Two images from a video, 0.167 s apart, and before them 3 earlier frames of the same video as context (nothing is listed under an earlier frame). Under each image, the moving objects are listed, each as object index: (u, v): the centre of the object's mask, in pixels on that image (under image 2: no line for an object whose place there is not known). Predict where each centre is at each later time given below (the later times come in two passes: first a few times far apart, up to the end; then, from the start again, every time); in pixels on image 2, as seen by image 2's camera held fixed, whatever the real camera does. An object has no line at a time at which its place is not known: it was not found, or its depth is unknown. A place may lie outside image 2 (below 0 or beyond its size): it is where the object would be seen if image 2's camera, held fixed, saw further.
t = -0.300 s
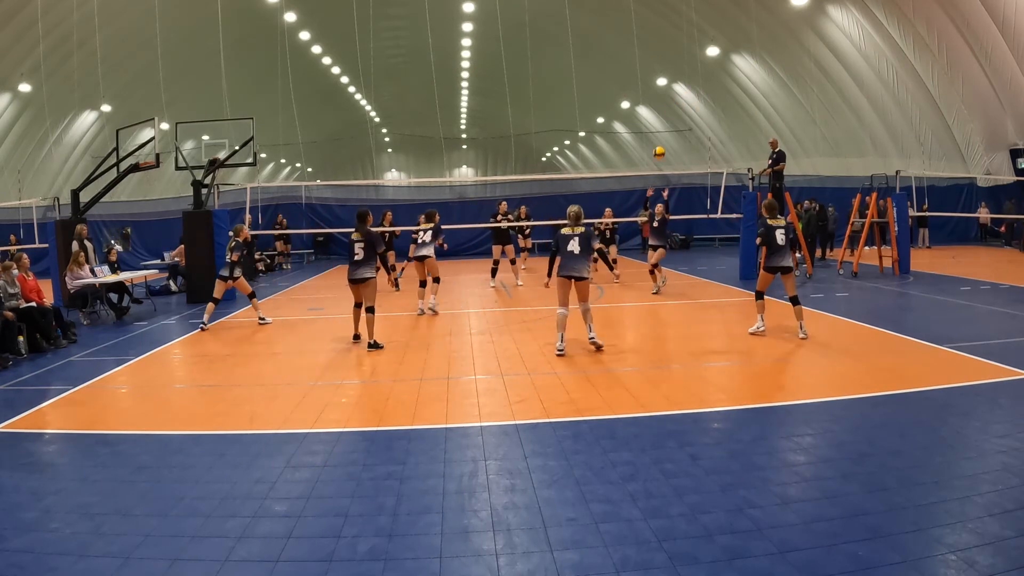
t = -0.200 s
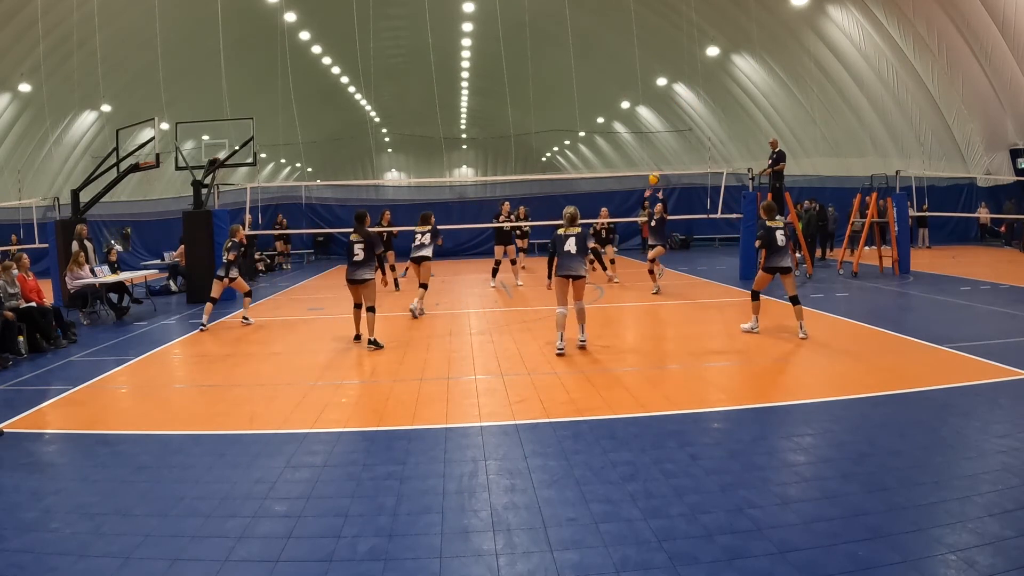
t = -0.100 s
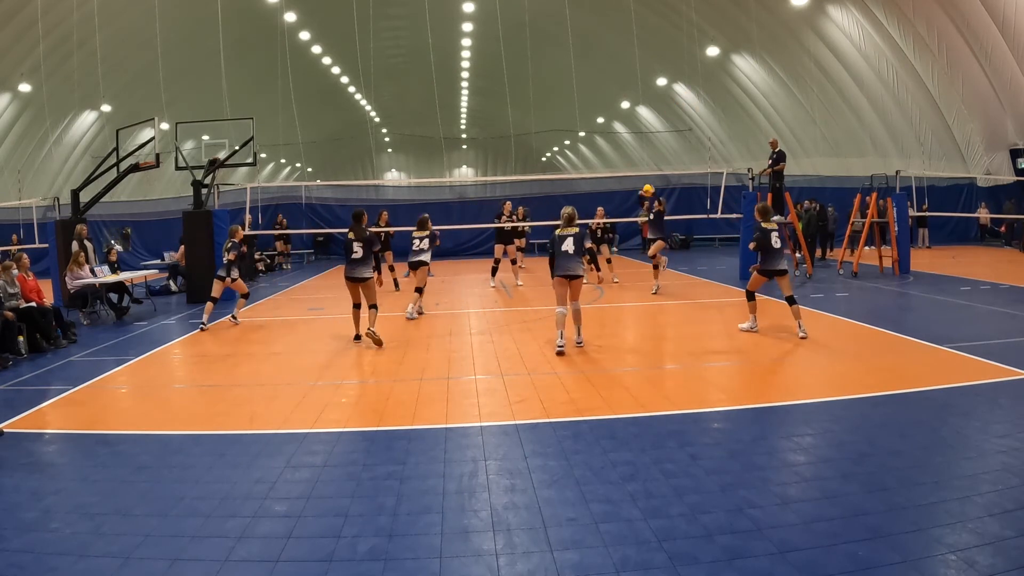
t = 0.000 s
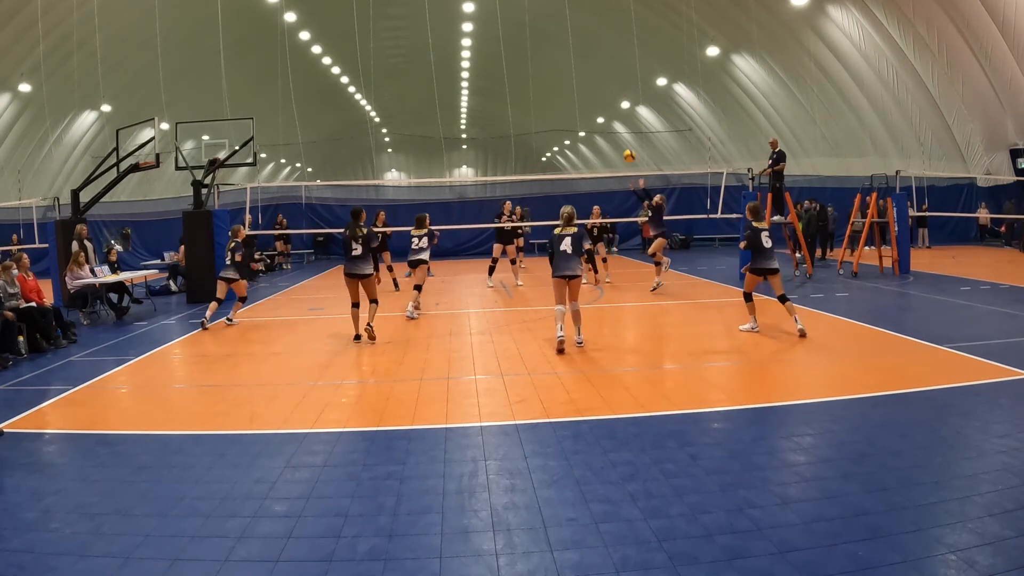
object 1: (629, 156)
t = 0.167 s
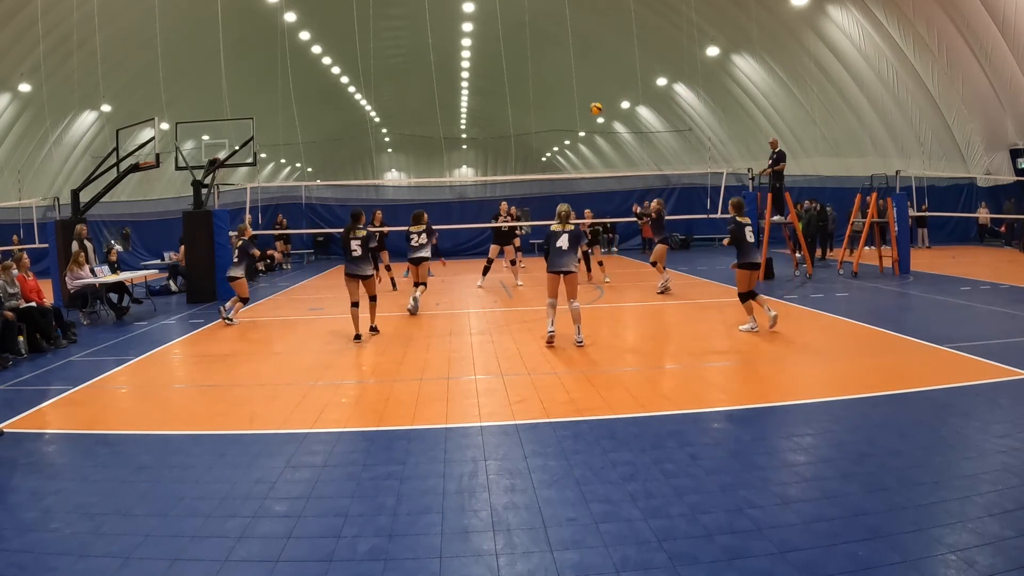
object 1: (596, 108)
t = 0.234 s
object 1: (583, 95)
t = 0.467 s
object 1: (538, 65)
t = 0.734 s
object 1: (491, 69)
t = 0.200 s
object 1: (590, 101)
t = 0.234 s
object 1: (583, 95)
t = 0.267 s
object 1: (576, 88)
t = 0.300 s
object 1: (570, 83)
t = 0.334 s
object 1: (563, 78)
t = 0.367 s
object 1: (557, 74)
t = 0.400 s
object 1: (550, 70)
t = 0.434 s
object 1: (544, 67)
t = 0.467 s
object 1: (538, 65)
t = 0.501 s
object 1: (532, 64)
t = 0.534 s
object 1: (526, 63)
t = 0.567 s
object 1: (520, 62)
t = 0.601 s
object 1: (514, 63)
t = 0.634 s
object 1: (508, 63)
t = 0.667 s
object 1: (503, 65)
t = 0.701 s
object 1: (497, 67)
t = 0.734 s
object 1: (491, 69)
